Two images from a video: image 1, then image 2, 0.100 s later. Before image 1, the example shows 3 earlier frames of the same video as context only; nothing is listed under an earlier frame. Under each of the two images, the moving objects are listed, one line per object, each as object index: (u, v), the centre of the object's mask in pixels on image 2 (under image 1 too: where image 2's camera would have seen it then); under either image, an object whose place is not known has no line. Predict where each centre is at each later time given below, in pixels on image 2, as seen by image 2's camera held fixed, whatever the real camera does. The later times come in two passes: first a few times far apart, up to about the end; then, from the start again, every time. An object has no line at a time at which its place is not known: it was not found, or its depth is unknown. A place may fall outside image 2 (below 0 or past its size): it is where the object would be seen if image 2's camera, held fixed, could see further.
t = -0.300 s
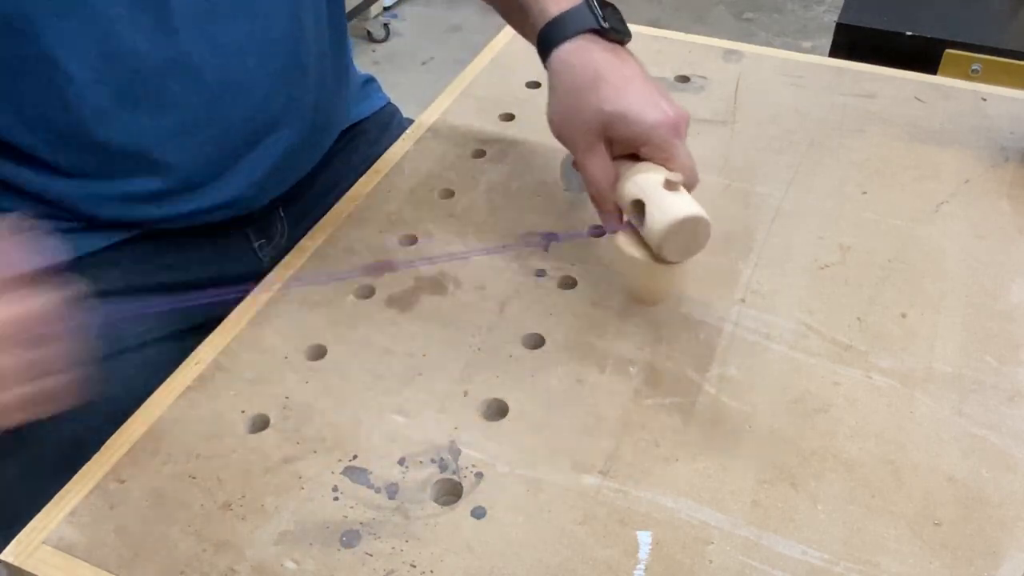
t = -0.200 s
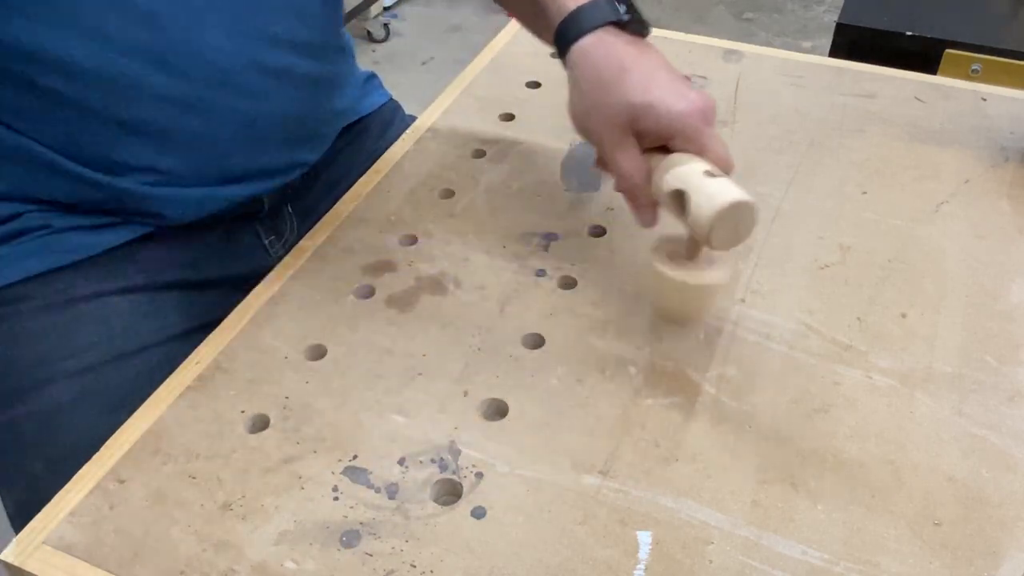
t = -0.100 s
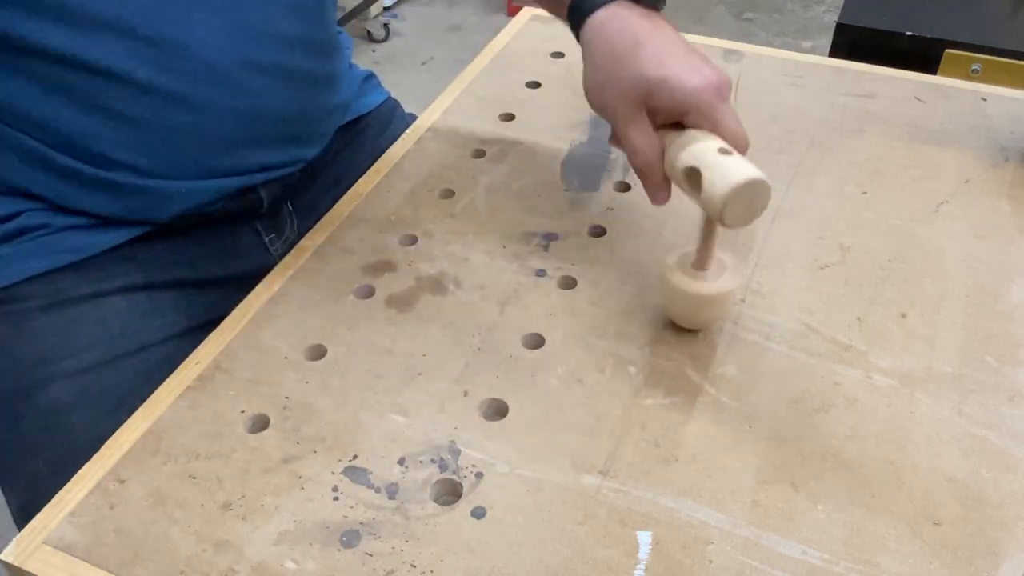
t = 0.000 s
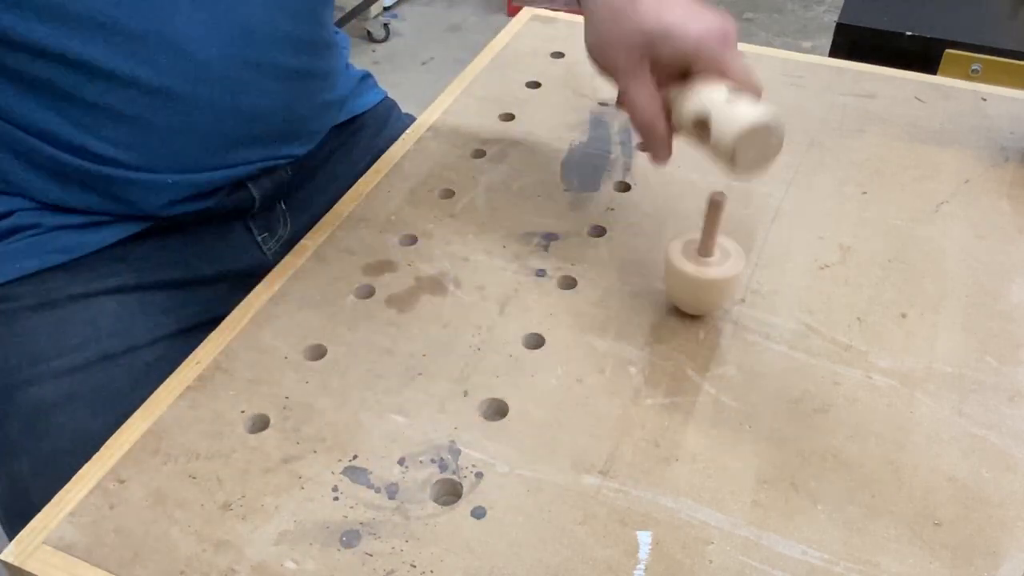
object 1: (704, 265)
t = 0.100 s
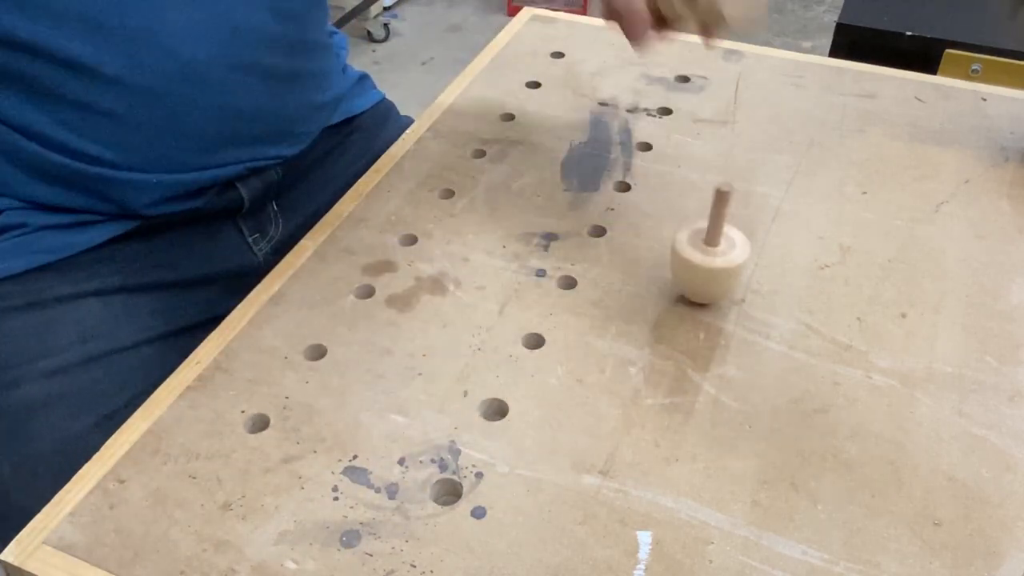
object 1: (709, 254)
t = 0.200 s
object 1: (714, 245)
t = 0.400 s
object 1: (723, 226)
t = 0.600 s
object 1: (735, 211)
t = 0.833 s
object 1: (754, 201)
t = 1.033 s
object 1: (773, 195)
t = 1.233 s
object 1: (793, 193)
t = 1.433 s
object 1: (815, 194)
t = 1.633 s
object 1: (835, 198)
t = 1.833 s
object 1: (854, 205)
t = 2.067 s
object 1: (874, 213)
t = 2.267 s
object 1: (888, 224)
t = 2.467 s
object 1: (895, 233)
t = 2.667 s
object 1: (895, 242)
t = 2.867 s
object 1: (890, 253)
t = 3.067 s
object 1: (880, 264)
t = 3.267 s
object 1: (865, 274)
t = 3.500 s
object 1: (844, 282)
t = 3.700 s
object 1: (821, 286)
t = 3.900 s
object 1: (797, 287)
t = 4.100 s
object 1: (769, 286)
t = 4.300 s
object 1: (741, 283)
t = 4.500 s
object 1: (713, 277)
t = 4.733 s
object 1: (681, 268)
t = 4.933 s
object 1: (658, 260)
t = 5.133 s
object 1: (637, 250)
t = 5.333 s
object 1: (620, 240)
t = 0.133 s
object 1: (711, 251)
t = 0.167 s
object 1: (712, 248)
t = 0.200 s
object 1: (714, 245)
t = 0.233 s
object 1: (715, 241)
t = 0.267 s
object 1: (716, 238)
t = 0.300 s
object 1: (718, 235)
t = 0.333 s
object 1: (719, 232)
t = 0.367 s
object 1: (721, 229)
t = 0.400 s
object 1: (723, 226)
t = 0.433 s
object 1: (725, 224)
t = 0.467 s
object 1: (727, 221)
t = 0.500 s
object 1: (728, 218)
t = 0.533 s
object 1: (731, 216)
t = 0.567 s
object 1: (733, 214)
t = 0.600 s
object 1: (735, 211)
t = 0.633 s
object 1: (738, 210)
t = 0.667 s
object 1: (740, 208)
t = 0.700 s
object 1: (742, 207)
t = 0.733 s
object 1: (745, 205)
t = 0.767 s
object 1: (748, 203)
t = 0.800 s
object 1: (751, 202)
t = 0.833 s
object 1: (754, 201)
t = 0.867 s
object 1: (757, 200)
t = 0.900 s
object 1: (760, 199)
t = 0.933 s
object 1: (763, 198)
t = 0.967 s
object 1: (766, 197)
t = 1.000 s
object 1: (770, 196)
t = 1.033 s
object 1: (773, 195)
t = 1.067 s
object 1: (776, 195)
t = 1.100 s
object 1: (779, 194)
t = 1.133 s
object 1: (783, 194)
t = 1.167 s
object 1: (787, 194)
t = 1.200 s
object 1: (790, 193)
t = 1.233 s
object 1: (793, 193)
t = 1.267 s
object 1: (797, 193)
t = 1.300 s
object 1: (800, 193)
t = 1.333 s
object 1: (804, 193)
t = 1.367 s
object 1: (807, 193)
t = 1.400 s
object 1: (811, 194)
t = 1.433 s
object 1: (815, 194)
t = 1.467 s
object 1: (819, 194)
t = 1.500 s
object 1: (822, 195)
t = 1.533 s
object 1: (825, 195)
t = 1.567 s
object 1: (829, 196)
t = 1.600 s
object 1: (832, 197)
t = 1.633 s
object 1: (835, 198)
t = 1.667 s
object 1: (839, 199)
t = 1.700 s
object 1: (842, 200)
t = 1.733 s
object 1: (845, 201)
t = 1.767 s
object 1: (848, 203)
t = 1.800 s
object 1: (851, 204)
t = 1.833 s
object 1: (854, 205)
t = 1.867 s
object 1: (857, 206)
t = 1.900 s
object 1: (860, 207)
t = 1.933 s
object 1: (863, 208)
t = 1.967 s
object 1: (865, 209)
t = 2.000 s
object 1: (868, 210)
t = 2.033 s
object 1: (871, 212)
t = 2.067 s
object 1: (874, 213)
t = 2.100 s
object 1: (877, 216)
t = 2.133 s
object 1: (880, 218)
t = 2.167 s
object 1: (882, 219)
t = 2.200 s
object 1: (884, 221)
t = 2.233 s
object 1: (886, 222)
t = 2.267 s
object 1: (888, 224)
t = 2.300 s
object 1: (890, 226)
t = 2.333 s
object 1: (891, 227)
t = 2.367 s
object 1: (893, 229)
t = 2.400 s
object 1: (894, 230)
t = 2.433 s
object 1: (894, 231)
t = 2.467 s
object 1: (895, 233)
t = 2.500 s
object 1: (896, 234)
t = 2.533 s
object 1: (896, 235)
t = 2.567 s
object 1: (896, 237)
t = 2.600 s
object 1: (896, 239)
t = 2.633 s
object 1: (896, 241)
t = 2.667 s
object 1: (895, 242)
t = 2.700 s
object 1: (895, 244)
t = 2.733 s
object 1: (894, 246)
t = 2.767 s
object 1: (893, 248)
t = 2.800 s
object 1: (892, 250)
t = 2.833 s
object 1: (891, 252)
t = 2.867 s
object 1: (890, 253)
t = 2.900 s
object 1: (889, 255)
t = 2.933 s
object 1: (887, 257)
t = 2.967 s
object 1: (885, 259)
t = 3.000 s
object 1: (883, 261)
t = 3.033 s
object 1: (882, 263)
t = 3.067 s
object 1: (880, 264)
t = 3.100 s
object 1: (878, 266)
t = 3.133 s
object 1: (875, 267)
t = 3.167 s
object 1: (873, 269)
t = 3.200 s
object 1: (870, 270)
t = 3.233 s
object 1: (868, 272)
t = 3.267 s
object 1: (865, 274)
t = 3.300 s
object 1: (863, 275)
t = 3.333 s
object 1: (860, 276)
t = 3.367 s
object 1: (857, 277)
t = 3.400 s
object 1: (854, 278)
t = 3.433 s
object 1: (850, 279)
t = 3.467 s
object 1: (847, 280)
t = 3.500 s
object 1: (844, 282)
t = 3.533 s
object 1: (840, 282)
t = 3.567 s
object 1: (837, 283)
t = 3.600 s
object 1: (833, 284)
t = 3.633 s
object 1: (829, 284)
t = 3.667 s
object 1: (825, 285)
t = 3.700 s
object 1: (821, 286)
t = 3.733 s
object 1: (817, 286)
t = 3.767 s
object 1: (814, 287)
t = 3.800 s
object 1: (809, 287)
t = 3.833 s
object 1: (805, 287)
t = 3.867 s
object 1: (801, 287)
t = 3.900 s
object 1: (797, 287)
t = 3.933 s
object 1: (792, 288)
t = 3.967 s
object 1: (788, 288)
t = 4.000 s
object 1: (784, 287)
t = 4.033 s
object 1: (779, 287)
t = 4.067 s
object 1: (774, 287)
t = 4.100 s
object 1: (769, 286)
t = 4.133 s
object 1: (765, 286)
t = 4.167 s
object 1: (760, 285)
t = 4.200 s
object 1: (755, 285)
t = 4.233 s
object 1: (750, 284)
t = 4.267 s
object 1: (745, 283)
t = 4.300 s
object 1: (741, 283)
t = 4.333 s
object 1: (736, 281)
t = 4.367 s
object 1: (732, 281)
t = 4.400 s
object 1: (727, 280)
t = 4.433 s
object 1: (723, 279)
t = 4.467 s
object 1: (718, 278)
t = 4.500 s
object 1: (713, 277)
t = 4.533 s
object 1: (709, 276)
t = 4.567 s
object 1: (704, 275)
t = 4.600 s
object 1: (699, 274)
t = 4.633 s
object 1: (694, 272)
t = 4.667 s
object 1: (689, 271)
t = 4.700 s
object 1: (685, 270)
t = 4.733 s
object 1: (681, 268)
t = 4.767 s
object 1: (676, 267)
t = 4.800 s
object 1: (672, 266)
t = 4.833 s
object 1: (669, 264)
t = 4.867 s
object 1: (665, 263)
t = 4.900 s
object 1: (662, 262)
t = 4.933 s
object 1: (658, 260)
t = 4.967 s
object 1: (654, 258)
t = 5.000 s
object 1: (651, 257)
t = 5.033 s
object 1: (647, 256)
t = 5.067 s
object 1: (644, 254)
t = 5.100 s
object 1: (641, 252)
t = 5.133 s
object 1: (637, 250)
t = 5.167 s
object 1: (634, 249)
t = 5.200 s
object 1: (631, 247)
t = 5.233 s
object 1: (628, 246)
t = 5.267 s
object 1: (625, 244)
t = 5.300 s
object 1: (622, 242)
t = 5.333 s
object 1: (620, 240)
